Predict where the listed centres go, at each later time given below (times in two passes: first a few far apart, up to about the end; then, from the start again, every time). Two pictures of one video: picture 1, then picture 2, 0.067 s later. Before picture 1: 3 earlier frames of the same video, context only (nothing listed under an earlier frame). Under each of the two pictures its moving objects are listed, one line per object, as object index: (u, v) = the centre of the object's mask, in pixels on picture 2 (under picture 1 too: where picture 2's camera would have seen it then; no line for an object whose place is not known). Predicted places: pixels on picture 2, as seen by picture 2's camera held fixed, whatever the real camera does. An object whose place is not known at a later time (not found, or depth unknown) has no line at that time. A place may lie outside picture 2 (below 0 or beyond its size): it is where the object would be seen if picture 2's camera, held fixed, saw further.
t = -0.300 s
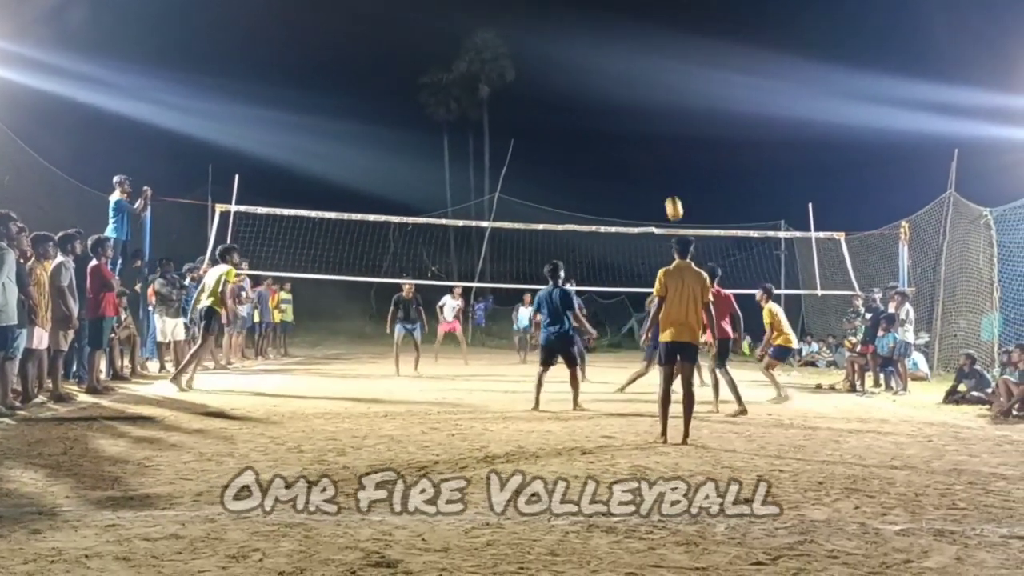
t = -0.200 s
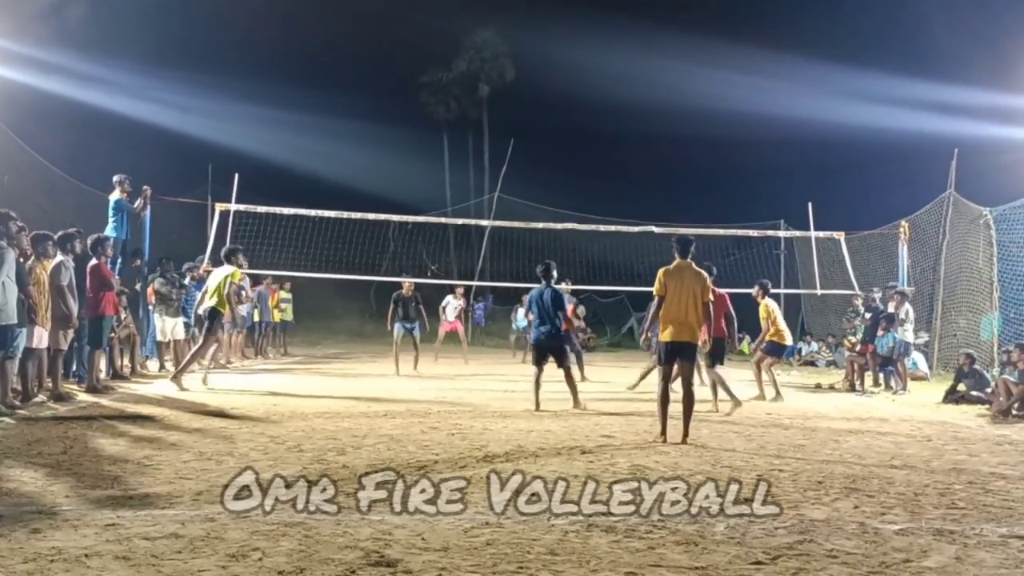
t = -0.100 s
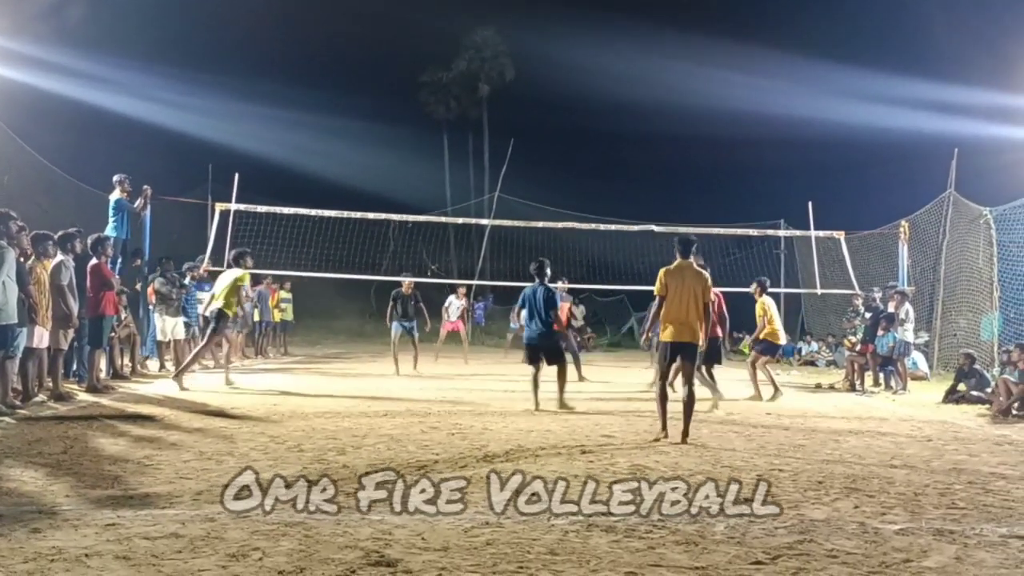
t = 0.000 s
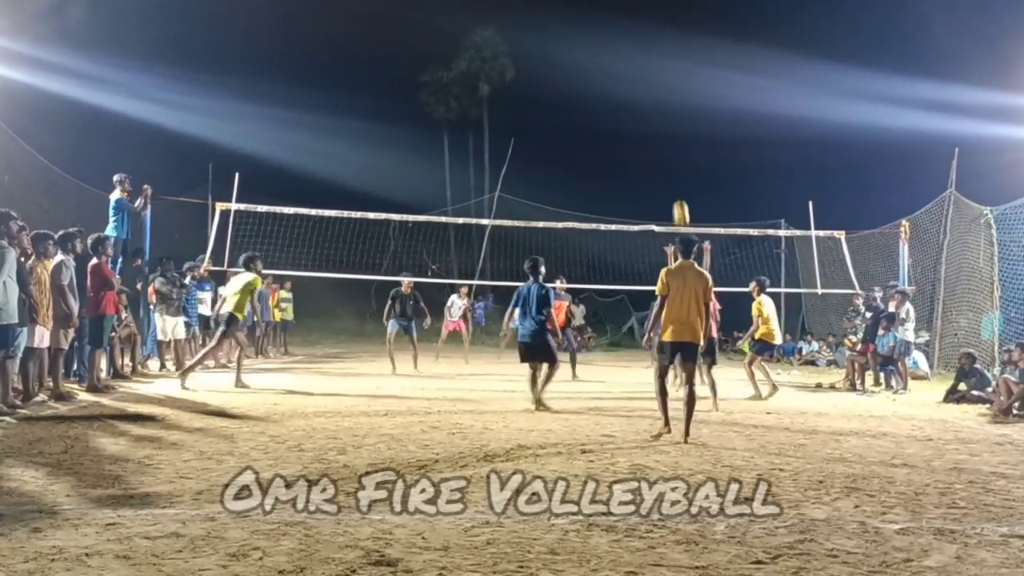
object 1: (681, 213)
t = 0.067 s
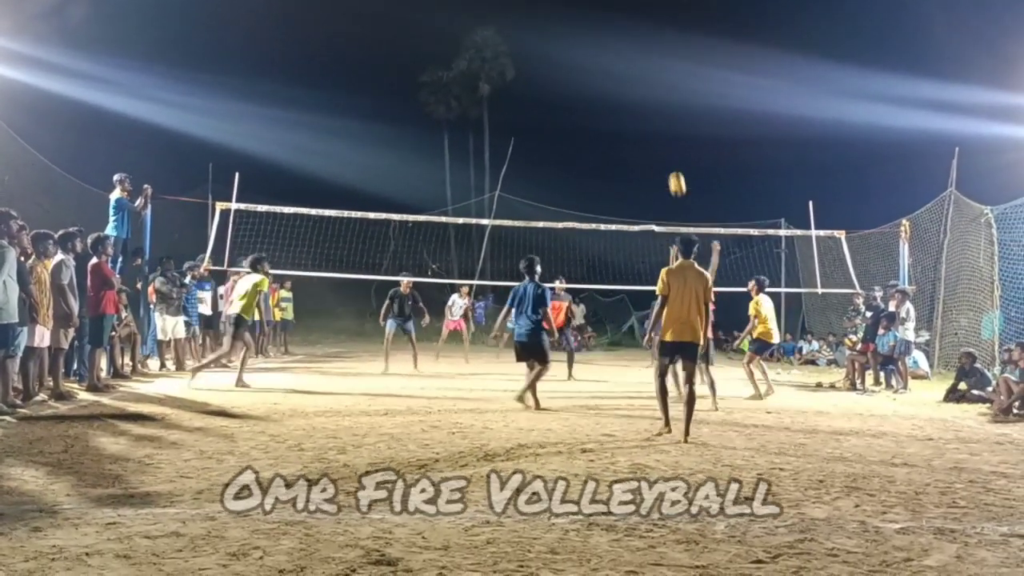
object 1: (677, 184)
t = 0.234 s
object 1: (666, 126)
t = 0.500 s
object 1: (649, 77)
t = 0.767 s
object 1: (629, 78)
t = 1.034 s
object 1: (609, 128)
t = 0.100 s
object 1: (675, 171)
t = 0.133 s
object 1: (673, 158)
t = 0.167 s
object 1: (671, 147)
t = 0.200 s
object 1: (669, 136)
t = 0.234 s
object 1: (666, 126)
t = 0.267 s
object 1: (664, 117)
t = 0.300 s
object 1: (662, 109)
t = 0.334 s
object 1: (660, 102)
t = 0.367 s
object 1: (657, 95)
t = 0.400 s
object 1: (655, 90)
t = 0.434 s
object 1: (653, 84)
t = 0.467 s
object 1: (651, 80)
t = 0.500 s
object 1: (649, 77)
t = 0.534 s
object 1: (646, 75)
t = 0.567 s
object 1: (643, 72)
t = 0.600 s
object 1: (641, 72)
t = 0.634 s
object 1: (639, 71)
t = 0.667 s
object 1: (636, 72)
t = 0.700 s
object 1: (634, 73)
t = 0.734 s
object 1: (631, 75)
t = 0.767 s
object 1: (629, 78)
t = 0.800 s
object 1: (626, 82)
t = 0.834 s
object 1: (624, 86)
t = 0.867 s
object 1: (621, 91)
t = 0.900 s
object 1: (619, 97)
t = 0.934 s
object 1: (616, 104)
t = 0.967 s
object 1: (614, 111)
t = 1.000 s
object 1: (611, 119)
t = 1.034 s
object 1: (609, 128)
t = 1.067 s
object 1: (606, 138)
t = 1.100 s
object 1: (604, 148)
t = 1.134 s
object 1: (601, 159)
